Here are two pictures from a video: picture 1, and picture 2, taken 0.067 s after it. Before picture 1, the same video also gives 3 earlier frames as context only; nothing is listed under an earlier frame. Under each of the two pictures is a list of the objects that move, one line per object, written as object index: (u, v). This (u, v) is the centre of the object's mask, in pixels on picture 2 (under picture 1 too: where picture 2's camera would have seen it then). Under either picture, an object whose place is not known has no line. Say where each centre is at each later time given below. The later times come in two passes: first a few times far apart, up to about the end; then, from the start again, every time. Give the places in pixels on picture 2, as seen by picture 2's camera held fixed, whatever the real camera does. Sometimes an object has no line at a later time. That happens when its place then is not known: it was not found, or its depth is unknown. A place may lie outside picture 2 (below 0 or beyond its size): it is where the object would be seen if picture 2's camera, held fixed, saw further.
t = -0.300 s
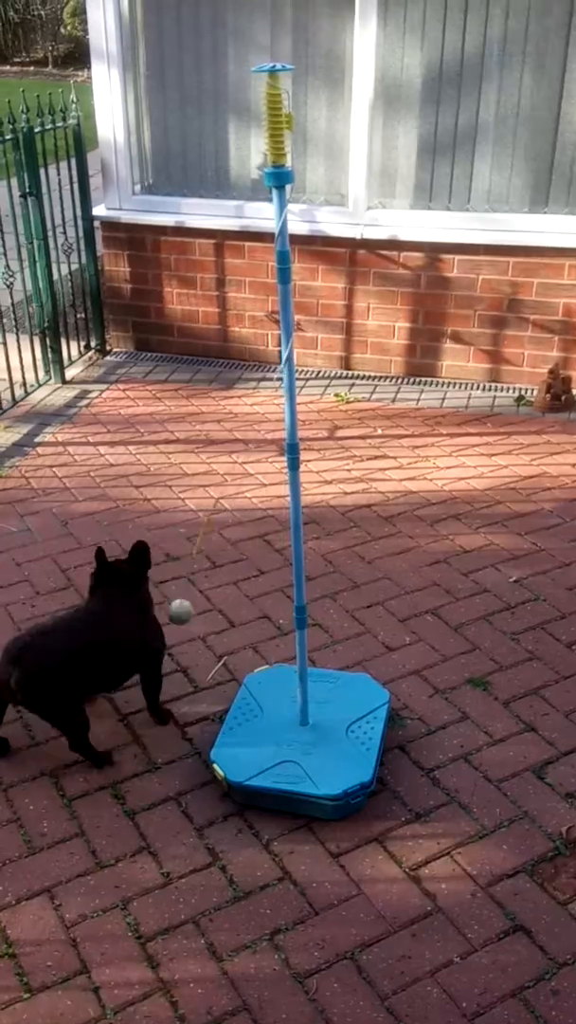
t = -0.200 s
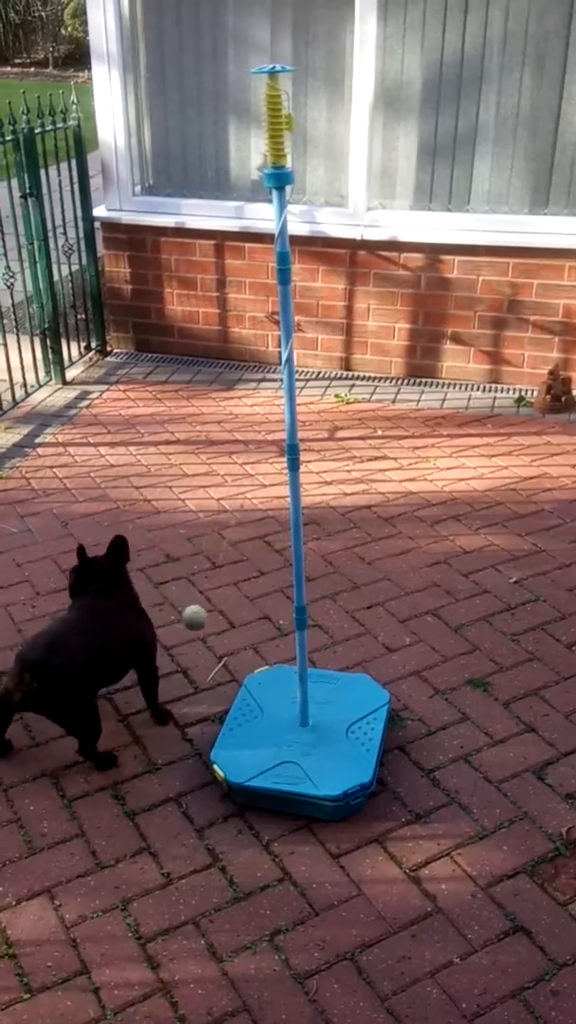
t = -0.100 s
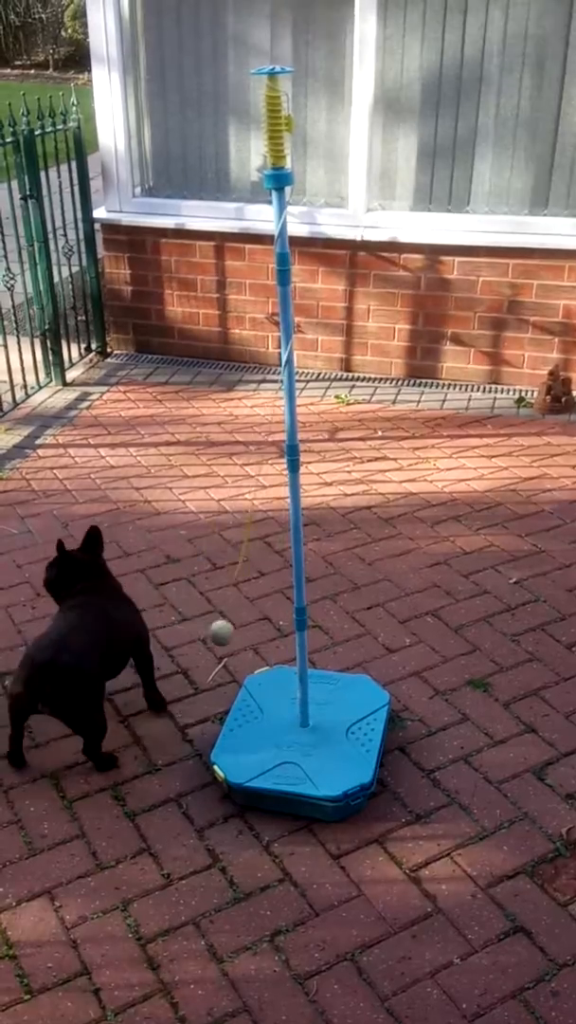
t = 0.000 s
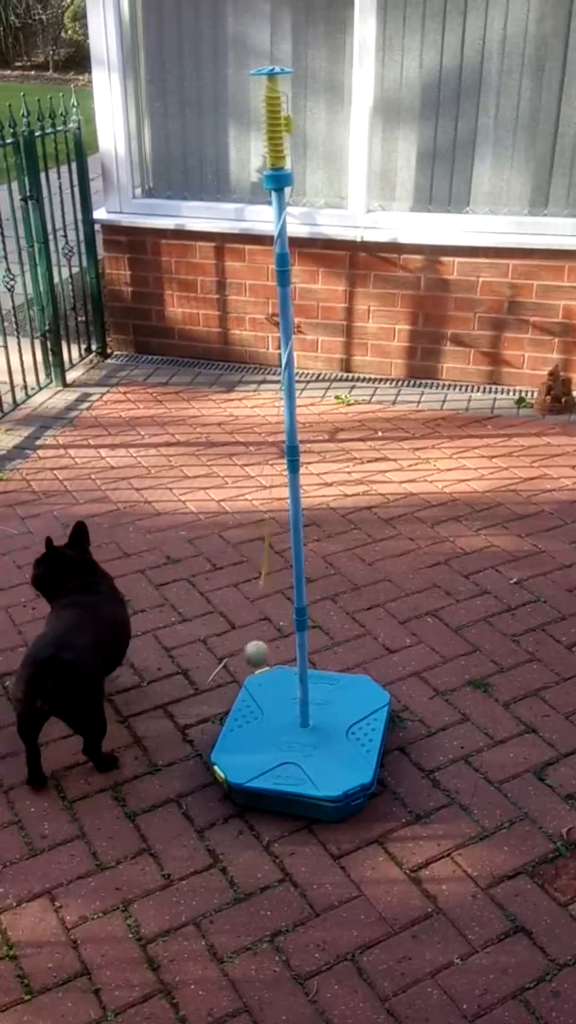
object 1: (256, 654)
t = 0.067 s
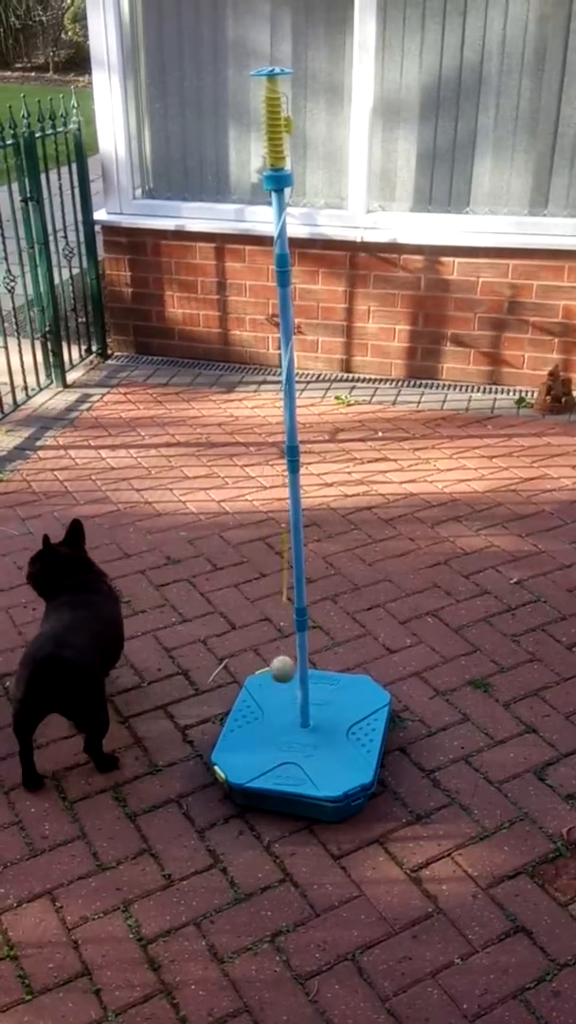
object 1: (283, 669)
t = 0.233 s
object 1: (329, 658)
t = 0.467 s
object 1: (349, 641)
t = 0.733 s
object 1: (315, 670)
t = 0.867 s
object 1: (273, 688)
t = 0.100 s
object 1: (291, 676)
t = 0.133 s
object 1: (312, 675)
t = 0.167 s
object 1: (317, 669)
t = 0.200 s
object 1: (322, 663)
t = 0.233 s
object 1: (329, 658)
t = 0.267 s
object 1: (336, 652)
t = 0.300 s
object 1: (341, 649)
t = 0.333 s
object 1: (345, 645)
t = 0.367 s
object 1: (347, 643)
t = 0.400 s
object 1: (349, 641)
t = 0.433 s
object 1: (349, 641)
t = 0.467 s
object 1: (349, 641)
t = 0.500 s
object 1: (348, 641)
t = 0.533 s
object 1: (345, 644)
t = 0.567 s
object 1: (342, 646)
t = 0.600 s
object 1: (338, 650)
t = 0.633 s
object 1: (331, 655)
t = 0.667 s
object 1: (325, 660)
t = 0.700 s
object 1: (319, 665)
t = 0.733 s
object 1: (315, 670)
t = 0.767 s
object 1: (293, 676)
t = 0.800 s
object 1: (289, 682)
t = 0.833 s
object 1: (282, 685)
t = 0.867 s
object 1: (273, 688)
